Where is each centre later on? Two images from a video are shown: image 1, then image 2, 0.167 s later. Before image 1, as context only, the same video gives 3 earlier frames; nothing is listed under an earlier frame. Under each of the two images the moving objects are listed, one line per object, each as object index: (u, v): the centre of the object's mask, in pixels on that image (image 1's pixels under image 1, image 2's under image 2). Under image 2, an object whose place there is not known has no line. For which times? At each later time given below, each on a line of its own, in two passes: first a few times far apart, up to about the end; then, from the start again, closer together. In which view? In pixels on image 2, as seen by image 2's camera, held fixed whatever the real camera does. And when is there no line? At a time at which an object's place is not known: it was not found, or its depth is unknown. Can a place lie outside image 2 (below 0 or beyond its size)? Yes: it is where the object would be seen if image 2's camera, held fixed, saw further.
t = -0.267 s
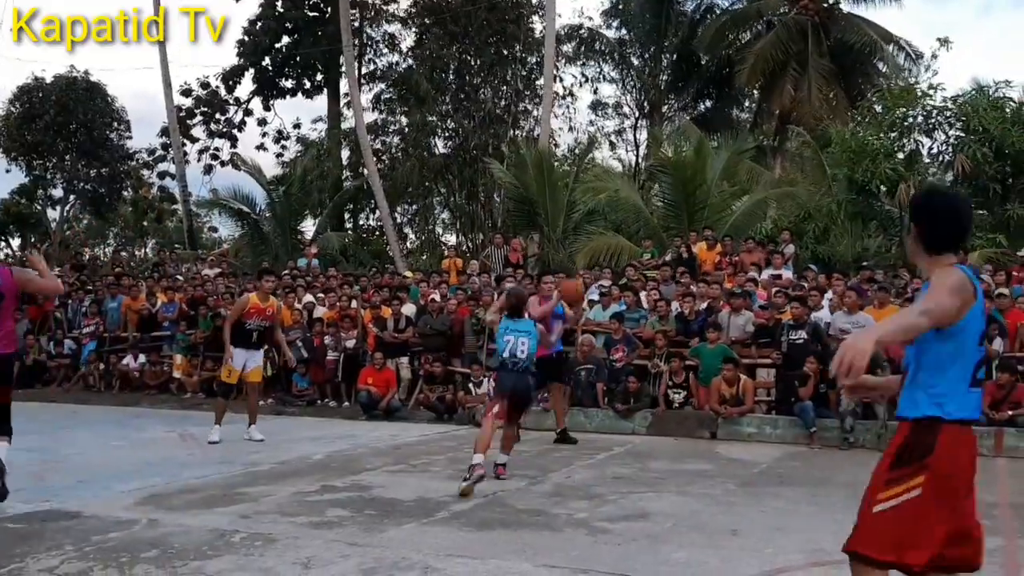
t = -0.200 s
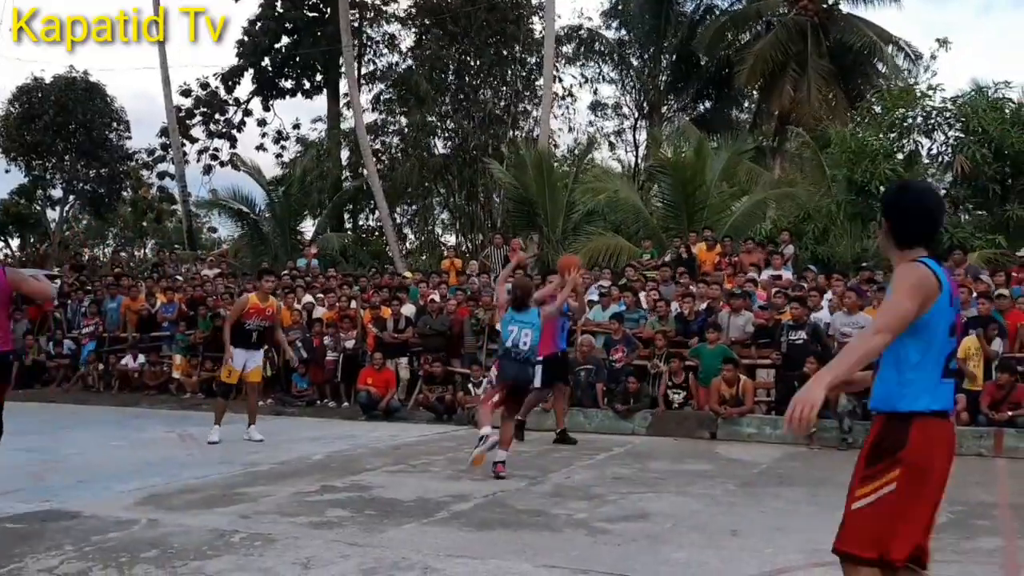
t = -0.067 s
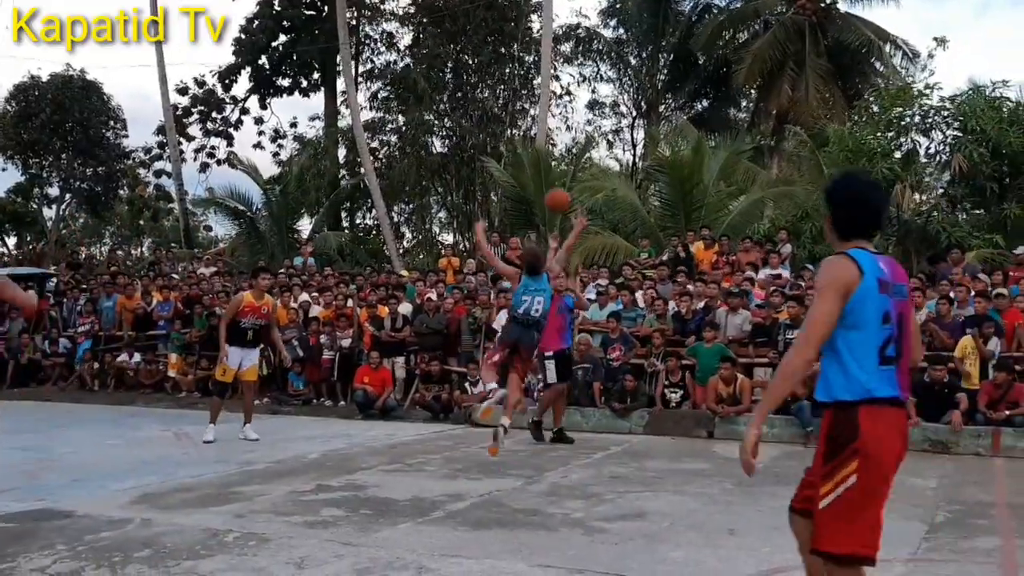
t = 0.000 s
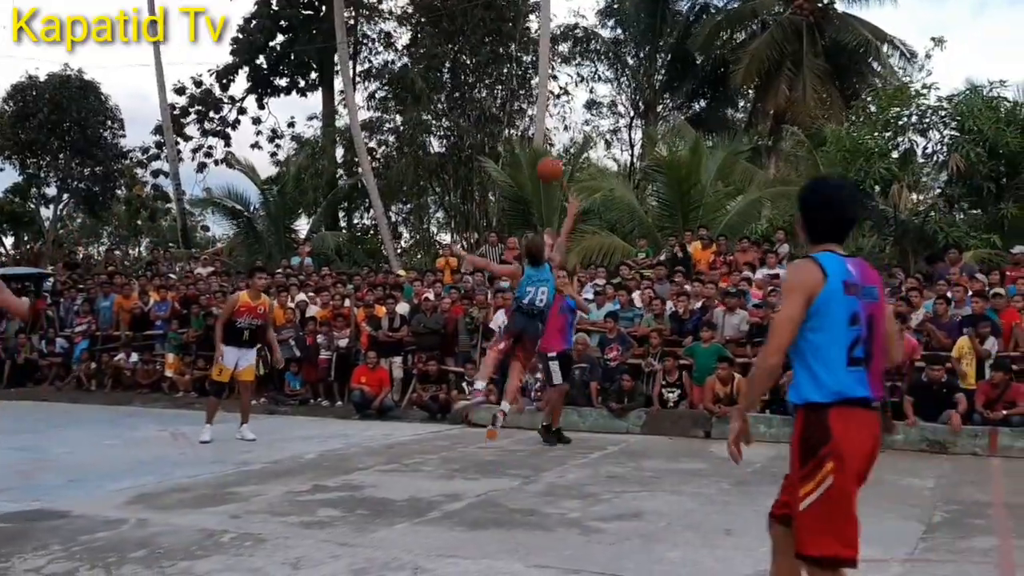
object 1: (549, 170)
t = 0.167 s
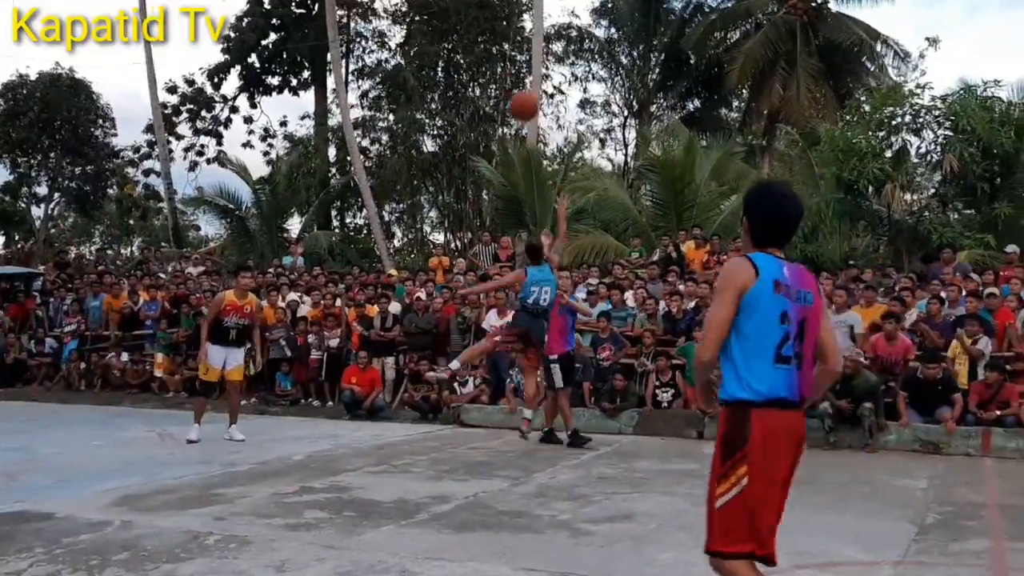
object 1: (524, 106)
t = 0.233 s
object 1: (515, 86)
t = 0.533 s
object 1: (464, 58)
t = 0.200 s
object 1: (518, 95)
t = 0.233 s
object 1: (515, 86)
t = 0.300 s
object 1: (506, 71)
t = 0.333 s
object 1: (500, 66)
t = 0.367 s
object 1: (495, 61)
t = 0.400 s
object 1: (489, 57)
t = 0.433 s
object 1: (484, 55)
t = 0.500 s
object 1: (470, 55)
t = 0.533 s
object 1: (464, 58)
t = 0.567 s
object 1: (457, 63)
